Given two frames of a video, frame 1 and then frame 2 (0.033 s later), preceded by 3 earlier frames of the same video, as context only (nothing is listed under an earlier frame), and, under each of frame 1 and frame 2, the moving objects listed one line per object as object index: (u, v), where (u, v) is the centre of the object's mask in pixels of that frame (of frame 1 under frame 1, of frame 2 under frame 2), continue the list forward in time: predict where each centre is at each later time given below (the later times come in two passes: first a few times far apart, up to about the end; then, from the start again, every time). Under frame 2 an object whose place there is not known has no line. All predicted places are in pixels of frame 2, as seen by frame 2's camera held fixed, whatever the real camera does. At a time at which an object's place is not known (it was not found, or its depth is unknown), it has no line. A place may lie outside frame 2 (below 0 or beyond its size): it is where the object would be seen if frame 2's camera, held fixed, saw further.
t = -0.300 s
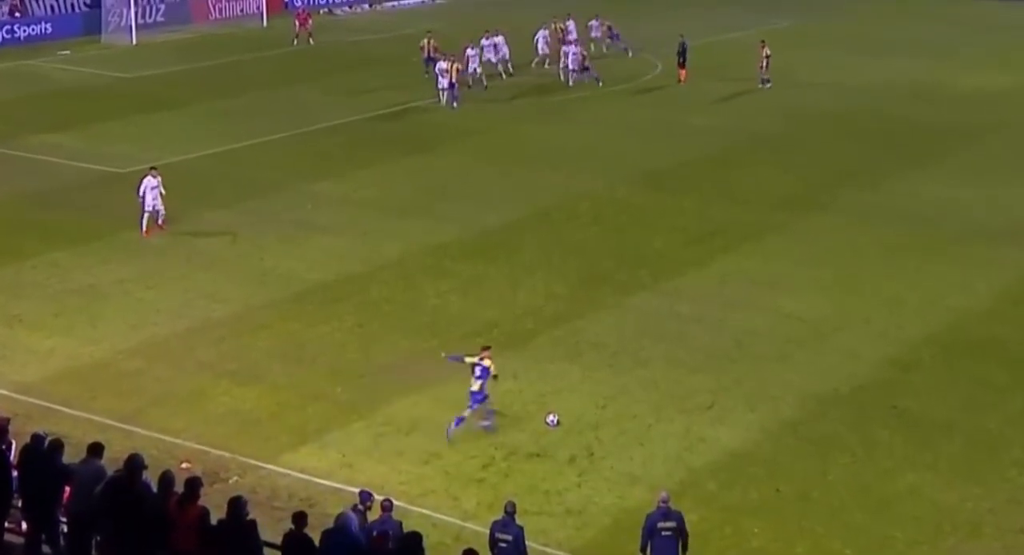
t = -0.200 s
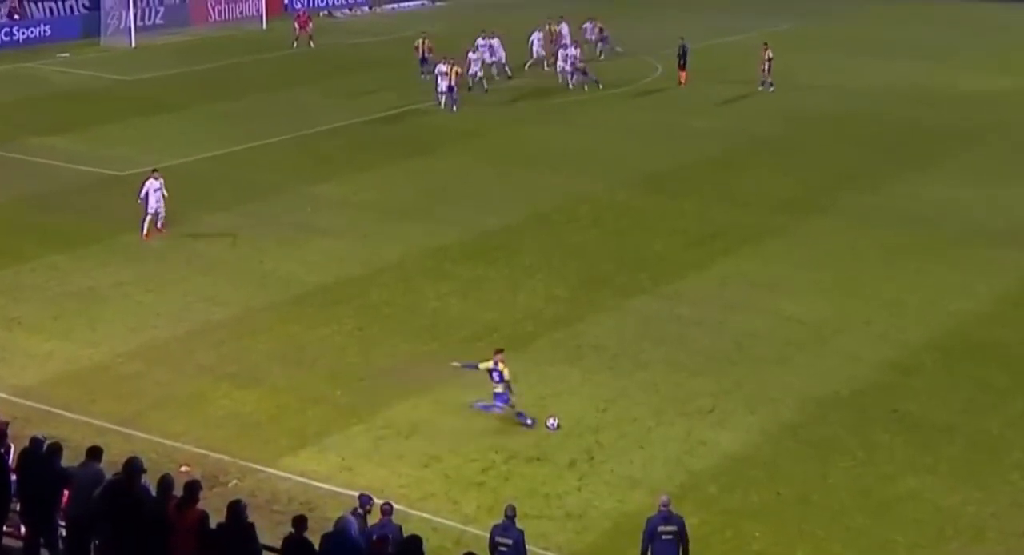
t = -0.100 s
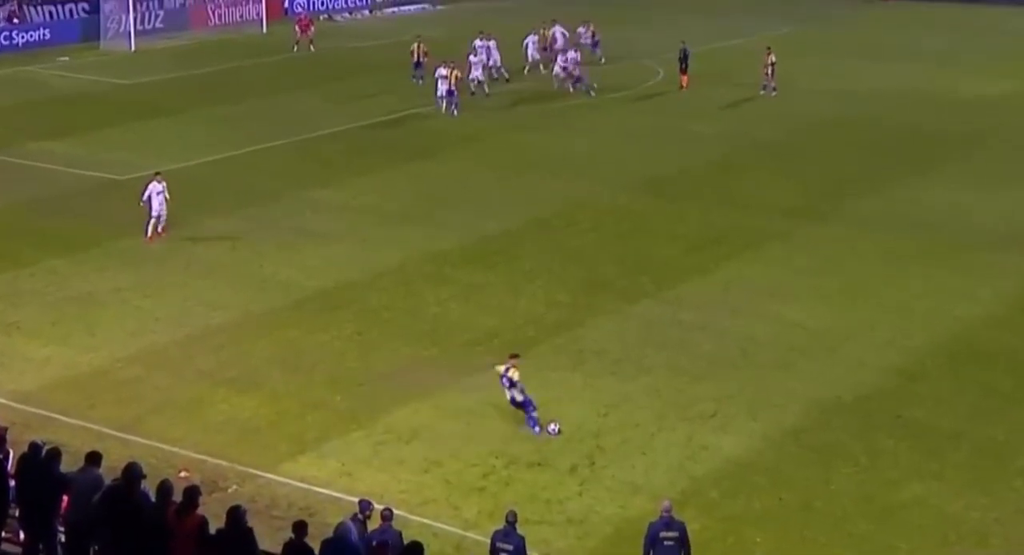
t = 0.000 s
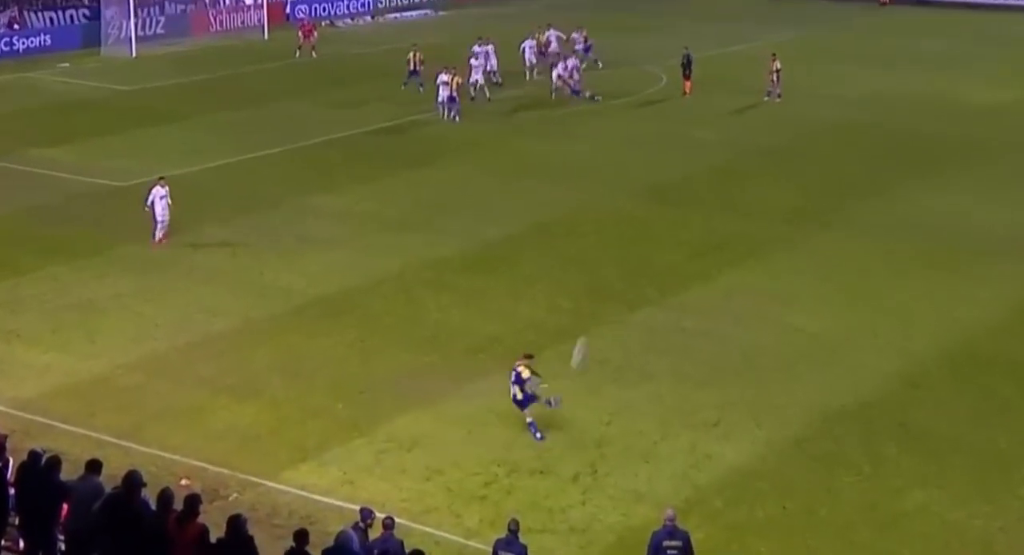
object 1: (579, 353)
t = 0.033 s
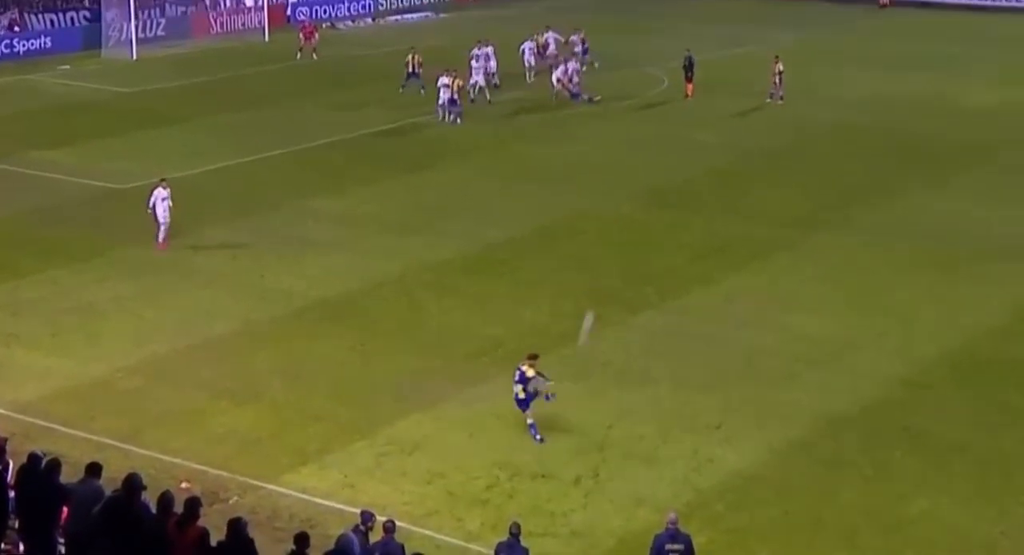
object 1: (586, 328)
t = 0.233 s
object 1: (609, 187)
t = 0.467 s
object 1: (607, 84)
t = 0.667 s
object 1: (593, 27)
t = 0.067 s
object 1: (592, 302)
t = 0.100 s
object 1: (597, 274)
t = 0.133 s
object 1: (601, 251)
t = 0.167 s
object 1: (604, 229)
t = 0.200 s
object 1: (607, 206)
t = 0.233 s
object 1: (609, 187)
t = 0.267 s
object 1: (610, 170)
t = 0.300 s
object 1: (611, 152)
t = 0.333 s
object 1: (611, 137)
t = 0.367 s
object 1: (611, 122)
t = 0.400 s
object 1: (610, 108)
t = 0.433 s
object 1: (608, 95)
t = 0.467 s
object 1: (607, 84)
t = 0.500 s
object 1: (606, 71)
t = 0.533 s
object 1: (603, 62)
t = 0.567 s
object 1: (602, 53)
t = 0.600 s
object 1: (598, 43)
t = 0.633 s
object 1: (596, 34)
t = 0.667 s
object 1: (593, 27)
